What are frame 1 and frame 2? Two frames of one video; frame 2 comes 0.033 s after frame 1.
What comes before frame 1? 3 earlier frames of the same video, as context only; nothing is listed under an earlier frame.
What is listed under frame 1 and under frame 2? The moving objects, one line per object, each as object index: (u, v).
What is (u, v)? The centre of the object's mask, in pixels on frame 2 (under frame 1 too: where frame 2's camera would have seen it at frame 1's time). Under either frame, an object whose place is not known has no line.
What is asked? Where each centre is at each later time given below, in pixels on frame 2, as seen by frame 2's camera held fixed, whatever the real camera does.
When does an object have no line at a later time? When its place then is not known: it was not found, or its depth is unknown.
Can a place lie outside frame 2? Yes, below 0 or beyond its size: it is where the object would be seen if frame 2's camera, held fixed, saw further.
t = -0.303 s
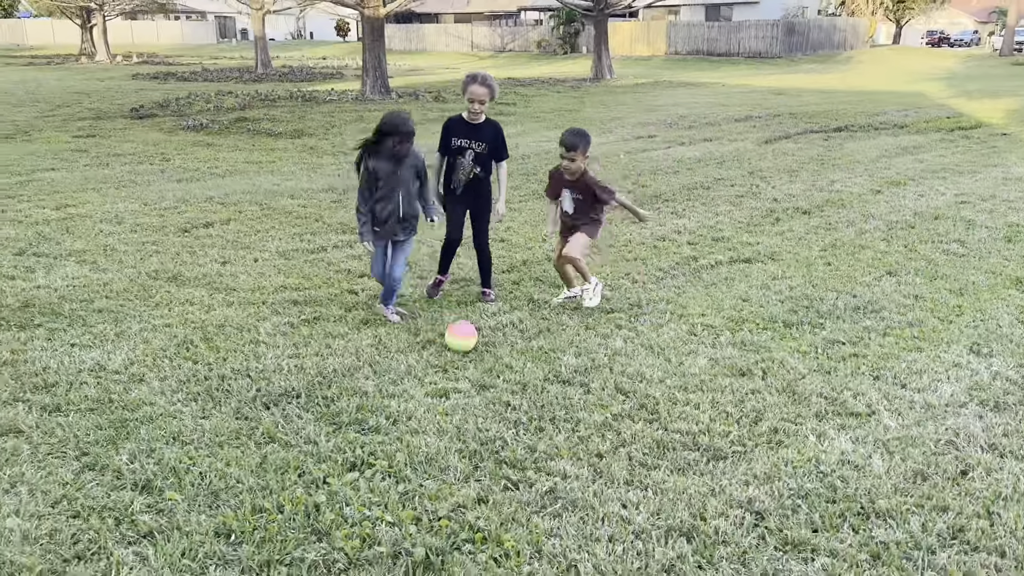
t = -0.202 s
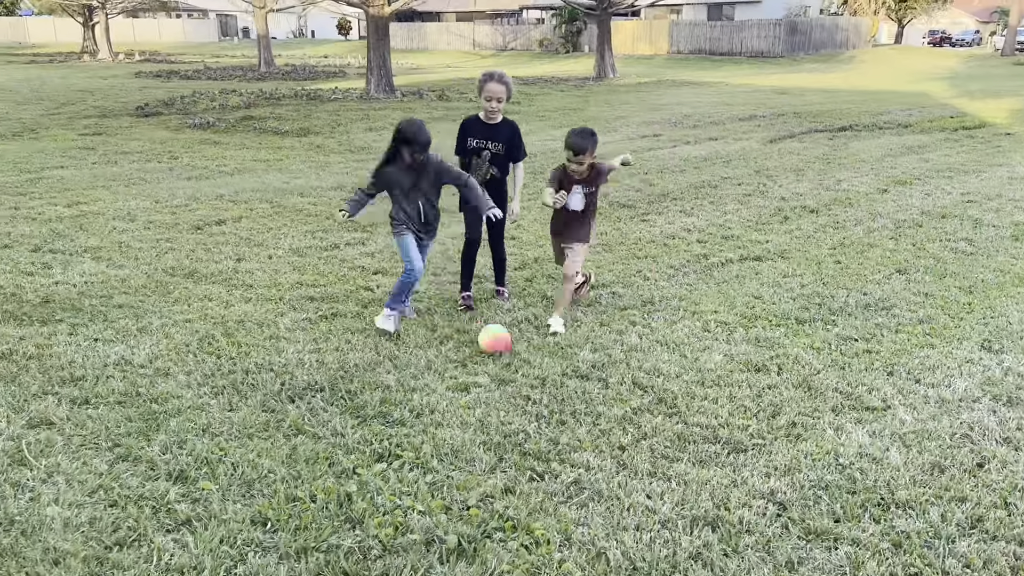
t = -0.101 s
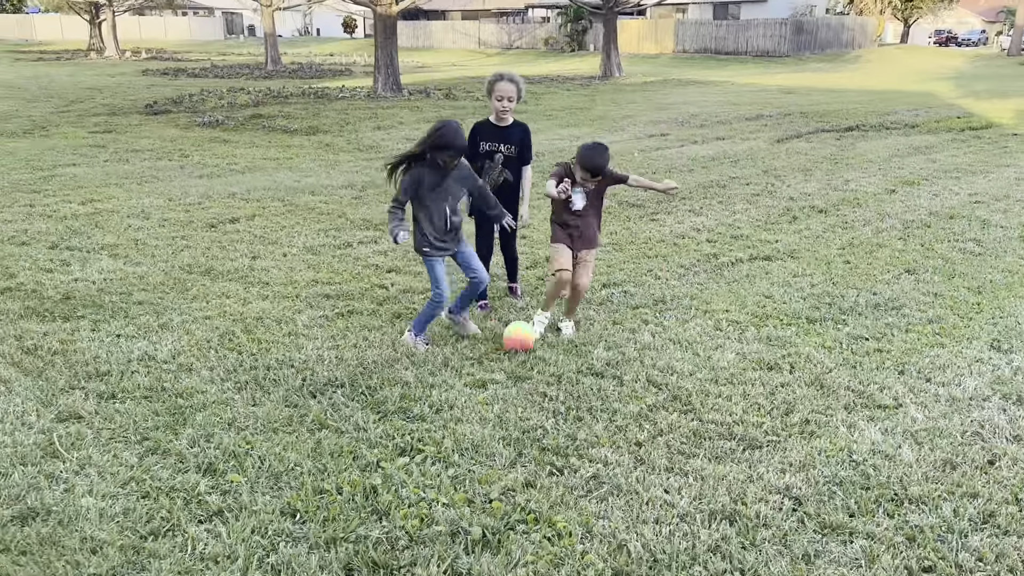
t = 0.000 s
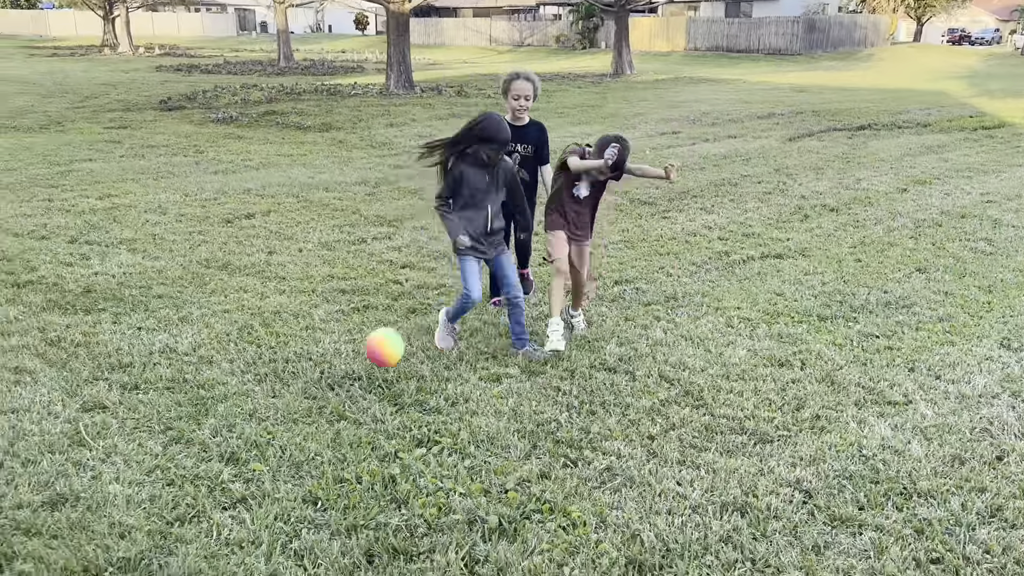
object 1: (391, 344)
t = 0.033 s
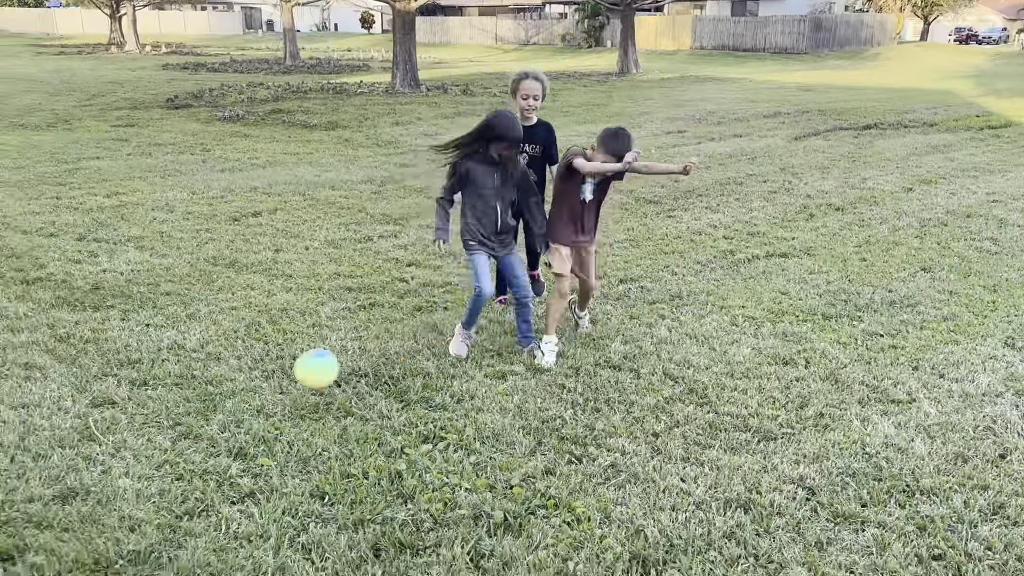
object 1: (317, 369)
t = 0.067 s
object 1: (230, 408)
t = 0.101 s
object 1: (158, 431)
